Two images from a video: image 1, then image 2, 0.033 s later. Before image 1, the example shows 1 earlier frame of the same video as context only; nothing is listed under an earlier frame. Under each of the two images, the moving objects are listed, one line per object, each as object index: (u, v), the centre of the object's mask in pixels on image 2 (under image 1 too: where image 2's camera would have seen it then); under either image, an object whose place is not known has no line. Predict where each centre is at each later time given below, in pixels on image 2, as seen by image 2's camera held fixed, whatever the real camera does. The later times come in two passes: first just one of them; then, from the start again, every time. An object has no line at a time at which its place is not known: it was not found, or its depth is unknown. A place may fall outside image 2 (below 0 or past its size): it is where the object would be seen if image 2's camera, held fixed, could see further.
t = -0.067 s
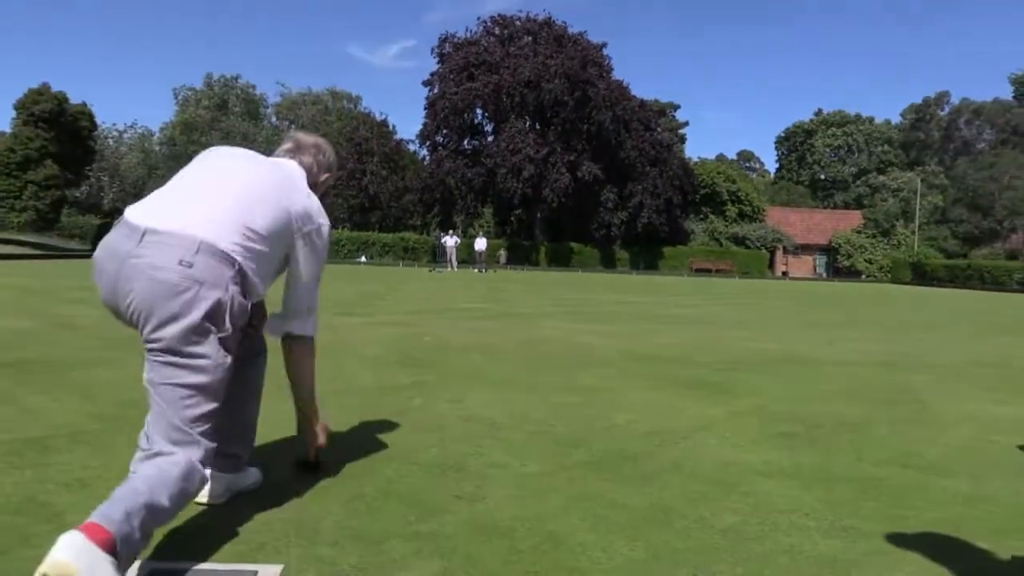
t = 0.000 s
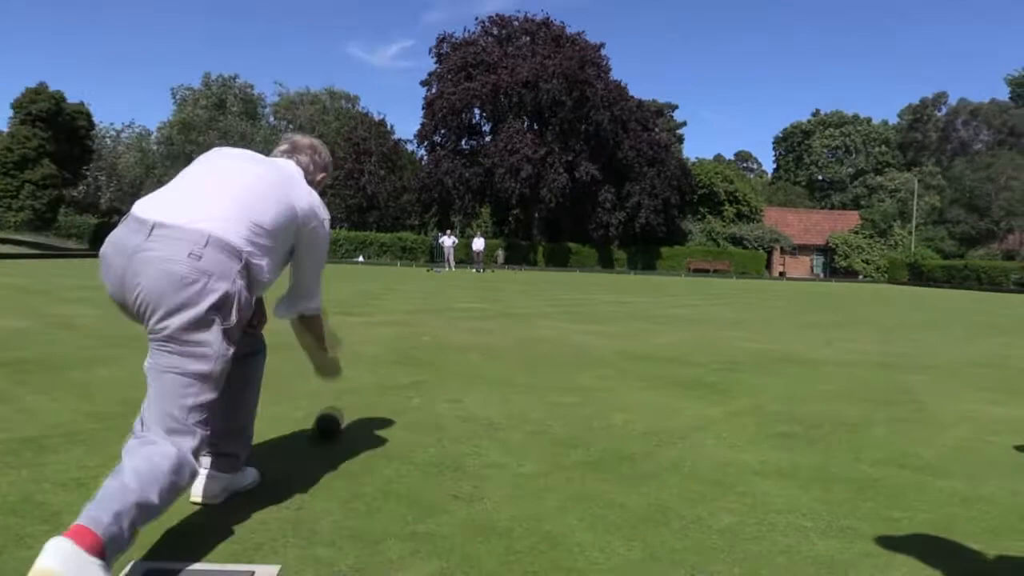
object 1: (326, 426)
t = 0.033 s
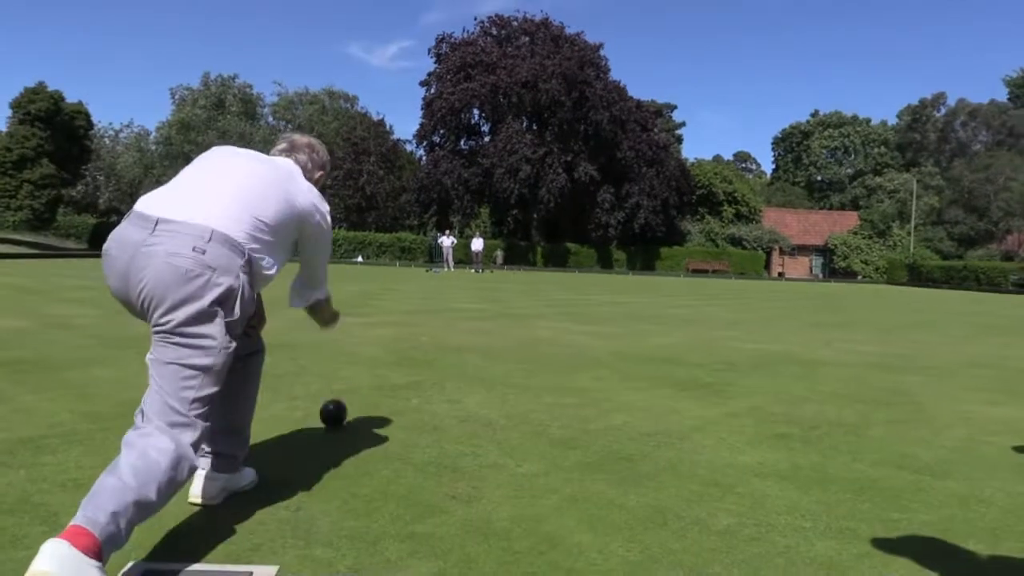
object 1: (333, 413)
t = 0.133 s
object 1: (350, 390)
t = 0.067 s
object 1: (340, 404)
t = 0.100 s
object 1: (346, 398)
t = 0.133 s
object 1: (350, 390)
